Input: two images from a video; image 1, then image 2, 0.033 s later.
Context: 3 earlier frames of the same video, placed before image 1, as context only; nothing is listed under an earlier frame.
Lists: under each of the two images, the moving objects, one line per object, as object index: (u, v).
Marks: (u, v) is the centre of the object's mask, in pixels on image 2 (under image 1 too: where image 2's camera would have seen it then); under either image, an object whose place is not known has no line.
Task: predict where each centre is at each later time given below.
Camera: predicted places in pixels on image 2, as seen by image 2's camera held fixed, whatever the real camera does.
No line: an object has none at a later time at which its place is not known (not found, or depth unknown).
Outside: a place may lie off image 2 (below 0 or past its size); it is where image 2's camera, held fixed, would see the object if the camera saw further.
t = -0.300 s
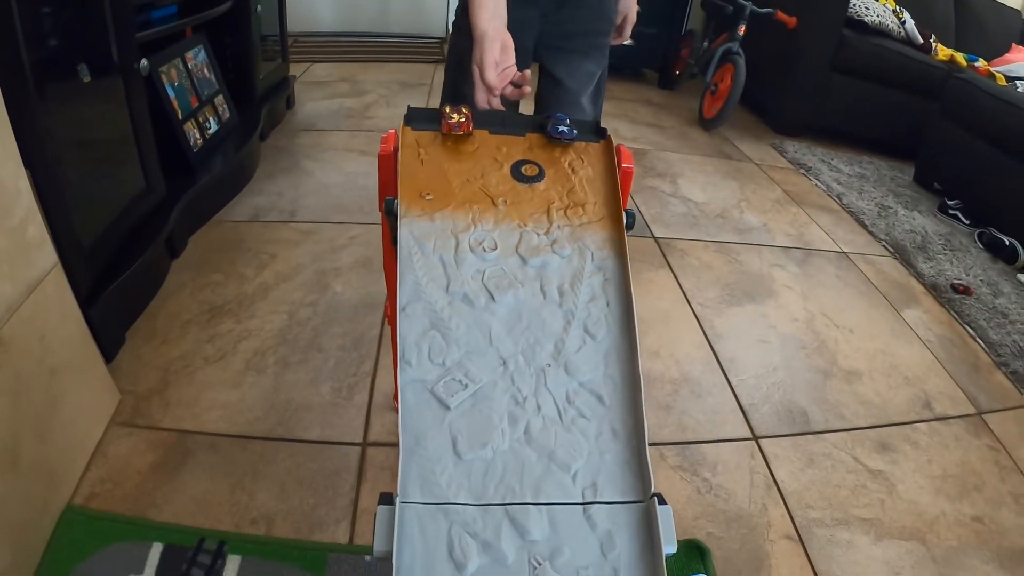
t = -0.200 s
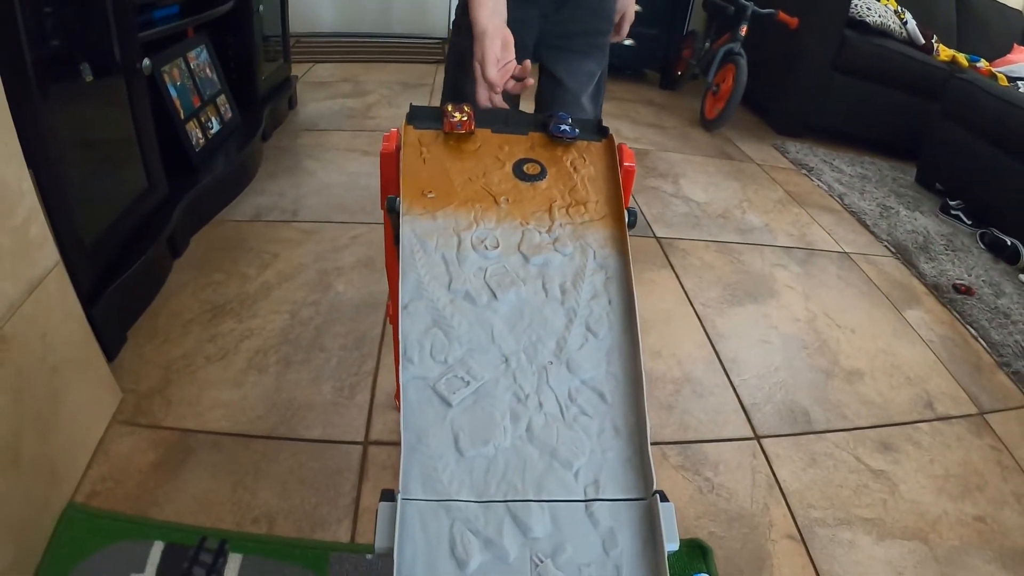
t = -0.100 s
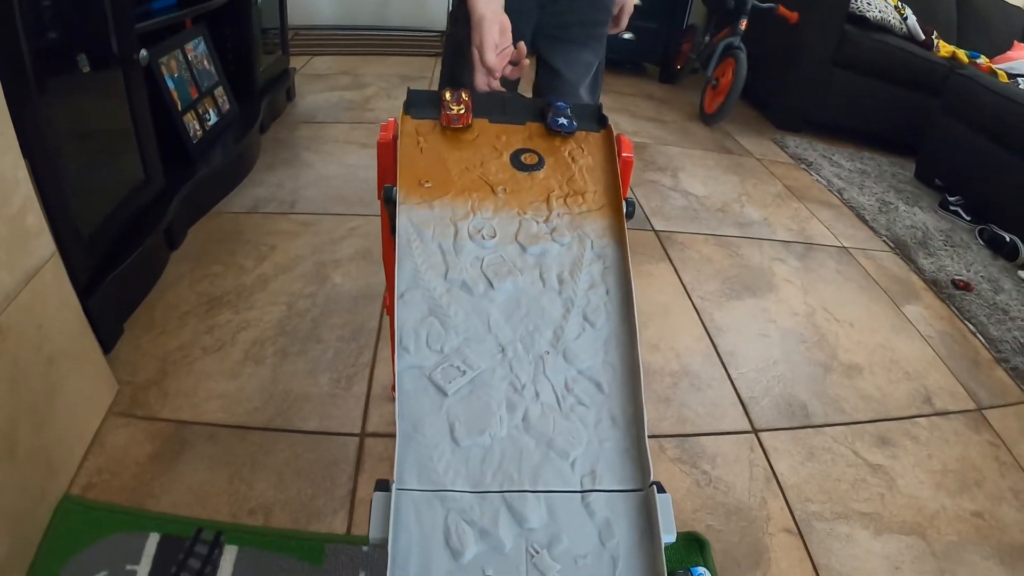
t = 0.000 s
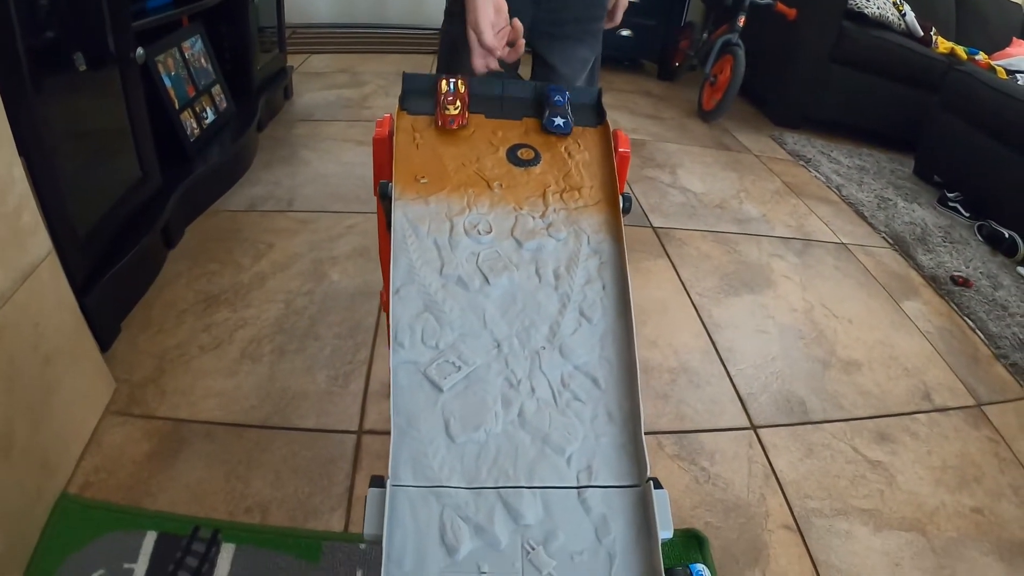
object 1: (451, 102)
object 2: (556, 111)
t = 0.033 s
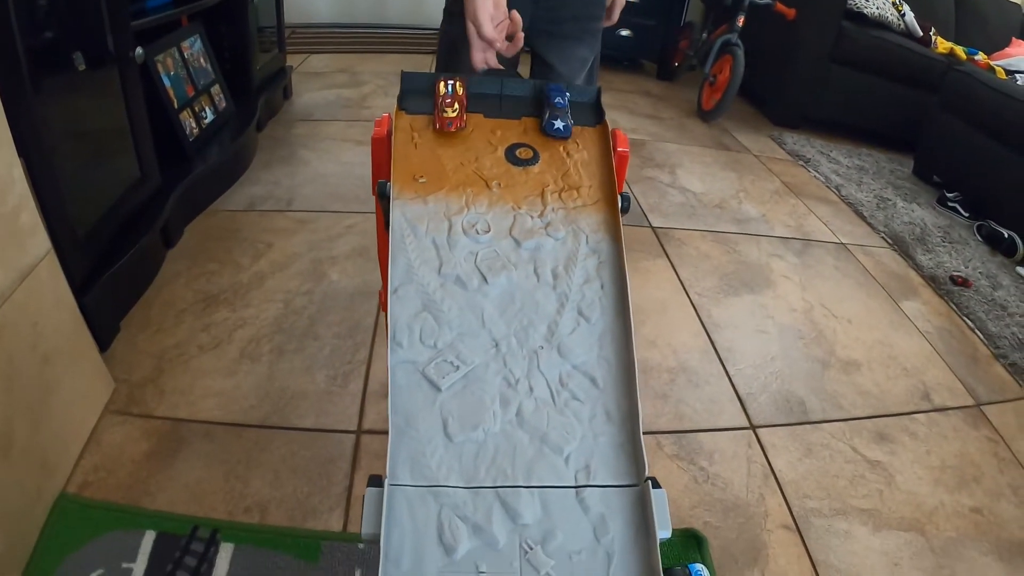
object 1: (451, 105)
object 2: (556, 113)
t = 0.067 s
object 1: (450, 110)
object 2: (557, 116)
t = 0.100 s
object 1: (450, 117)
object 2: (558, 124)
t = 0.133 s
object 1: (451, 124)
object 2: (559, 128)
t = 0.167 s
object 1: (451, 133)
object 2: (559, 134)
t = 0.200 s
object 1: (451, 144)
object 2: (560, 142)
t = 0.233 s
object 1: (451, 157)
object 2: (561, 152)
